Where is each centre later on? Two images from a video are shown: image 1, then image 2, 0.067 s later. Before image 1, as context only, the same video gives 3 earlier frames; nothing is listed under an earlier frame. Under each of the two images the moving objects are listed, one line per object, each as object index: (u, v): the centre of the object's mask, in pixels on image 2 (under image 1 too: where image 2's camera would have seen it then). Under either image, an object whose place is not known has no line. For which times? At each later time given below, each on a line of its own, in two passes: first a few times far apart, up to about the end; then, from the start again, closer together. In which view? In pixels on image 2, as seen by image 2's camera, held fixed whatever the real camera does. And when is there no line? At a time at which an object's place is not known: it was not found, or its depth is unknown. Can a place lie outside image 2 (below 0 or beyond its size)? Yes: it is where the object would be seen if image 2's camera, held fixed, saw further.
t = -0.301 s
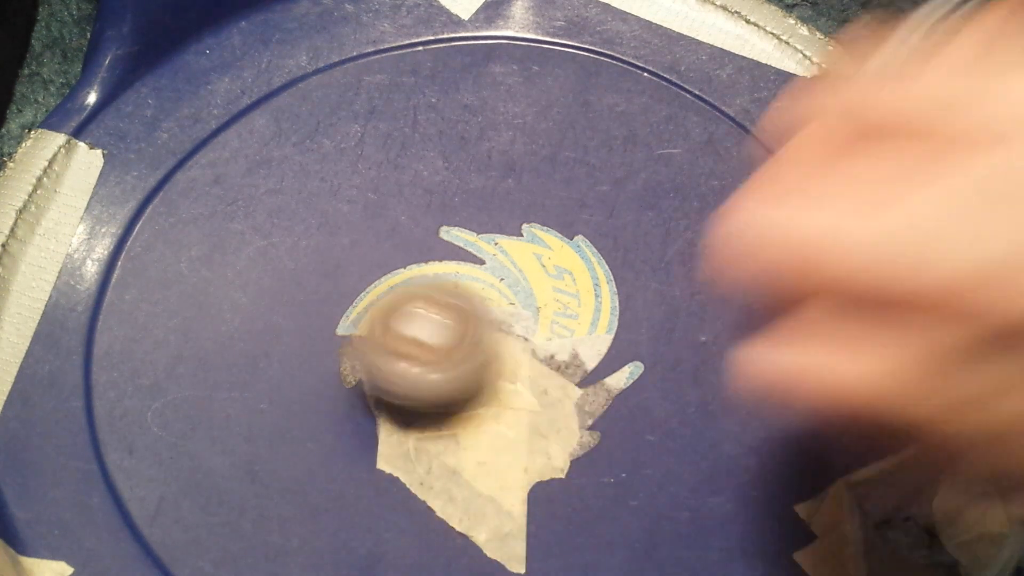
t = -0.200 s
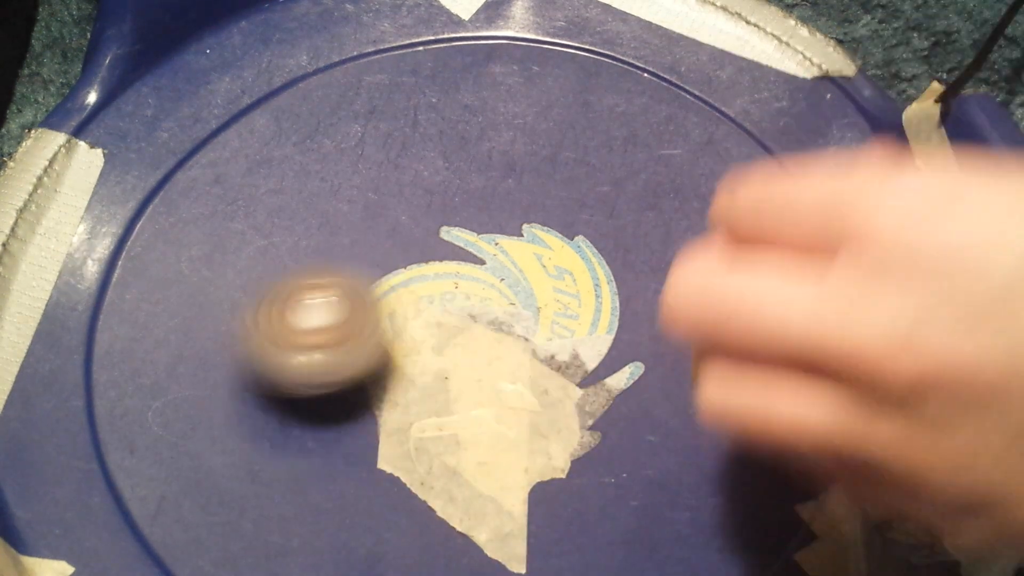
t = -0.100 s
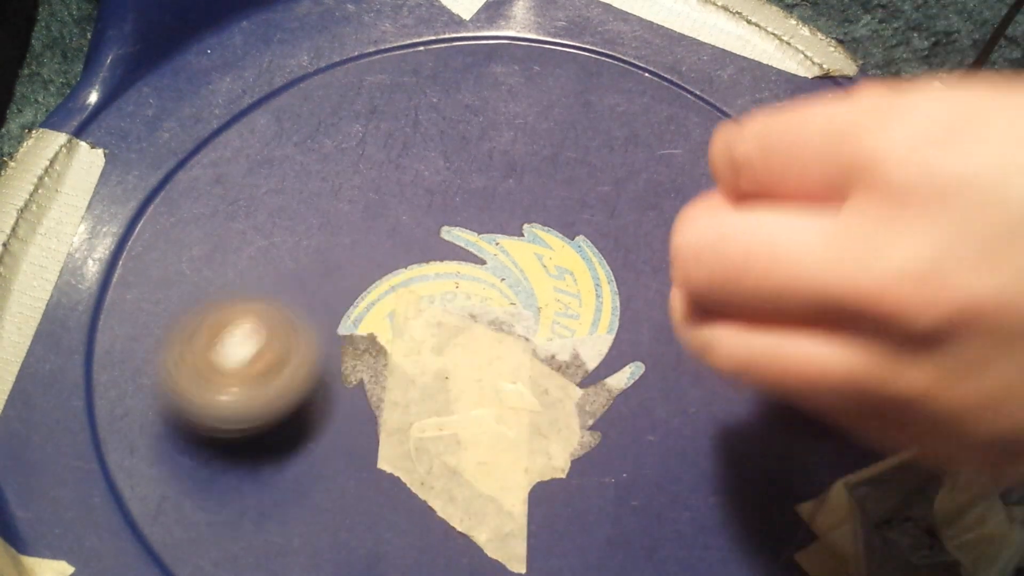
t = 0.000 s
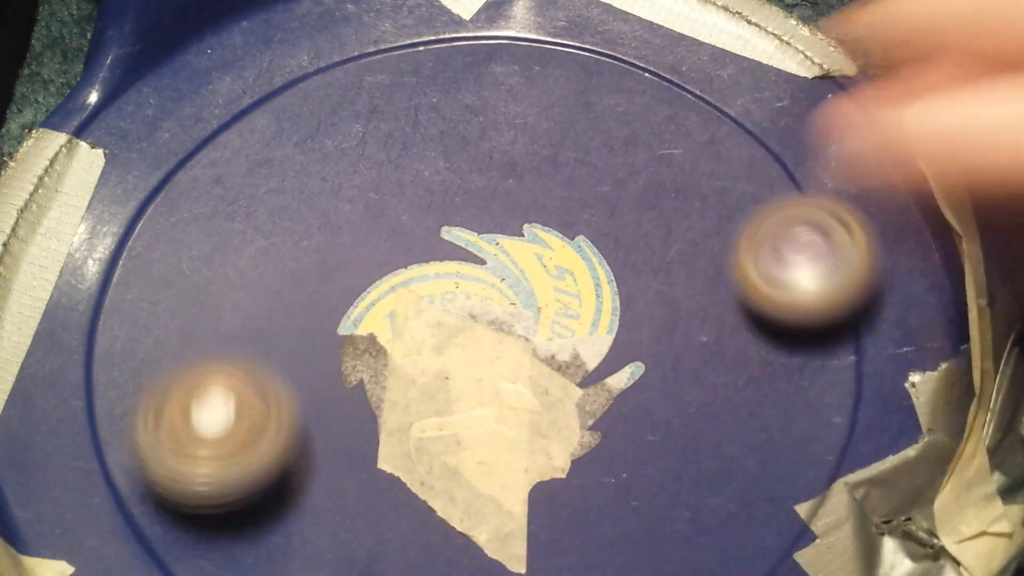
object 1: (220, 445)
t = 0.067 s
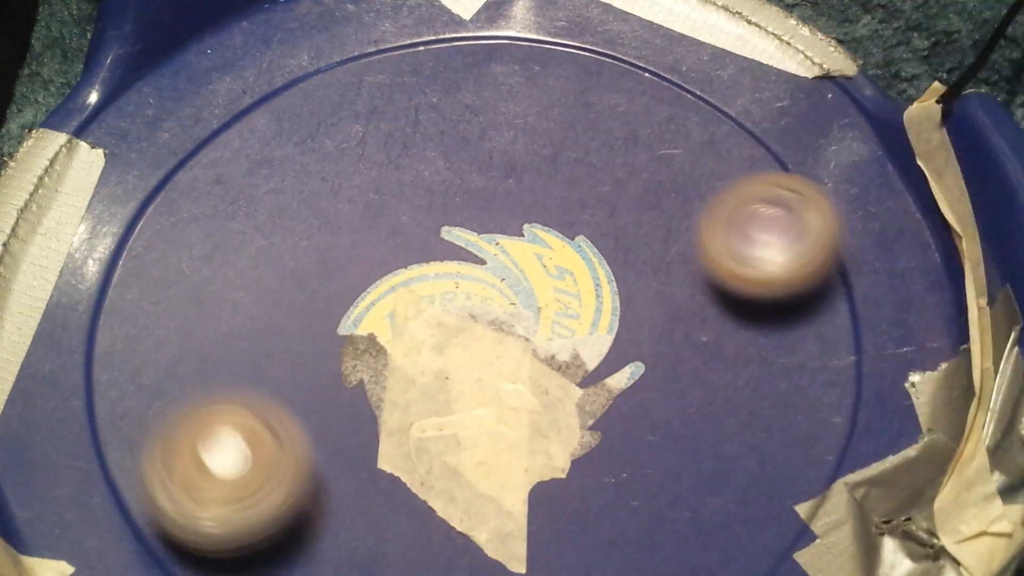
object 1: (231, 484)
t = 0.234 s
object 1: (371, 492)
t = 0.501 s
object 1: (342, 376)
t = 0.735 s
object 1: (302, 379)
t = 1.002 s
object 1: (220, 465)
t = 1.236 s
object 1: (379, 540)
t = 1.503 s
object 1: (685, 302)
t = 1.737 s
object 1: (428, 101)
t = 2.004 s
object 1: (207, 360)
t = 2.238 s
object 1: (591, 474)
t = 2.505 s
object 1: (656, 169)
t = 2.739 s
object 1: (376, 178)
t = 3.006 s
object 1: (435, 479)
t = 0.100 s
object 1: (249, 495)
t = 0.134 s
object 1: (275, 501)
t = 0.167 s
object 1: (304, 503)
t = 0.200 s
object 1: (336, 501)
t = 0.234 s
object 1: (371, 492)
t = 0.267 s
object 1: (402, 466)
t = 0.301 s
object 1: (420, 444)
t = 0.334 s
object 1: (403, 433)
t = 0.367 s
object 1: (390, 421)
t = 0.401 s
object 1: (378, 410)
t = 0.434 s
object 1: (364, 396)
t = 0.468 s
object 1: (352, 384)
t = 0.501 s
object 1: (342, 376)
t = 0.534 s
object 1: (330, 370)
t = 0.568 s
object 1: (320, 367)
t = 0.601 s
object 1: (311, 367)
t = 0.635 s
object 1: (305, 369)
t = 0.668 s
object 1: (302, 373)
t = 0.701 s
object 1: (301, 376)
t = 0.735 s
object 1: (302, 379)
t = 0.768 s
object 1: (307, 381)
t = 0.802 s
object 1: (315, 380)
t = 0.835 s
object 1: (327, 376)
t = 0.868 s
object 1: (341, 371)
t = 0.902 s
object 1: (355, 362)
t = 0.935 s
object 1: (324, 379)
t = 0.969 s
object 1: (277, 419)
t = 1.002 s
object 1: (220, 465)
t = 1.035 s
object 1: (188, 494)
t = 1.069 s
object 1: (174, 514)
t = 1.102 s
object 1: (189, 527)
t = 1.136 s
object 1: (238, 537)
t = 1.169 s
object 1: (285, 542)
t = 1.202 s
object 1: (333, 543)
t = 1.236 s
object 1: (379, 540)
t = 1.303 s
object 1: (468, 524)
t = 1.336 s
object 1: (525, 510)
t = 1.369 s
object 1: (594, 491)
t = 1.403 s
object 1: (636, 459)
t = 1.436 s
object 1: (667, 412)
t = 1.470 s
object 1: (682, 359)
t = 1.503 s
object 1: (685, 302)
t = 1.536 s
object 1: (672, 256)
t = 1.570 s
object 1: (650, 213)
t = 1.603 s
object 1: (619, 171)
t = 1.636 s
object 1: (578, 141)
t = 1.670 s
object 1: (531, 117)
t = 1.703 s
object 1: (483, 107)
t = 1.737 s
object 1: (428, 101)
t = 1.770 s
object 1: (377, 102)
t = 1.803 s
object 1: (323, 116)
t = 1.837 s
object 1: (277, 139)
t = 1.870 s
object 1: (239, 170)
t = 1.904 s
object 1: (208, 213)
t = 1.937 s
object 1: (195, 263)
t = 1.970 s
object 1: (192, 310)
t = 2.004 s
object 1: (207, 360)
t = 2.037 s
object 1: (236, 408)
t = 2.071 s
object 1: (282, 454)
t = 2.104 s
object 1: (330, 485)
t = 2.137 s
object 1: (388, 498)
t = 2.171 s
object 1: (459, 500)
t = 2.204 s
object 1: (526, 491)
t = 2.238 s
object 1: (591, 474)
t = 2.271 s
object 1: (635, 444)
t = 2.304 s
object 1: (672, 407)
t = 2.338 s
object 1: (699, 364)
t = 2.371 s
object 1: (712, 320)
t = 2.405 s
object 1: (715, 275)
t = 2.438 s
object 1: (703, 234)
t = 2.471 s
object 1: (683, 198)
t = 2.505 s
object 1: (656, 169)
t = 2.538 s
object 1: (617, 145)
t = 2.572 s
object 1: (579, 130)
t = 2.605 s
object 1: (536, 124)
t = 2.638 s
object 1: (493, 126)
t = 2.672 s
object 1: (450, 136)
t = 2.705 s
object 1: (418, 155)
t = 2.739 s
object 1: (376, 178)
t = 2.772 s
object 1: (342, 206)
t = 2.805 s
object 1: (315, 246)
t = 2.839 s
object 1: (304, 288)
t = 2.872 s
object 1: (309, 340)
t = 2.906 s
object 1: (323, 388)
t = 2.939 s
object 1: (354, 428)
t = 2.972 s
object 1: (393, 459)
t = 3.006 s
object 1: (435, 479)
